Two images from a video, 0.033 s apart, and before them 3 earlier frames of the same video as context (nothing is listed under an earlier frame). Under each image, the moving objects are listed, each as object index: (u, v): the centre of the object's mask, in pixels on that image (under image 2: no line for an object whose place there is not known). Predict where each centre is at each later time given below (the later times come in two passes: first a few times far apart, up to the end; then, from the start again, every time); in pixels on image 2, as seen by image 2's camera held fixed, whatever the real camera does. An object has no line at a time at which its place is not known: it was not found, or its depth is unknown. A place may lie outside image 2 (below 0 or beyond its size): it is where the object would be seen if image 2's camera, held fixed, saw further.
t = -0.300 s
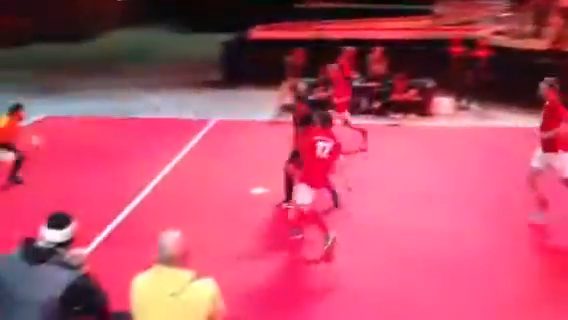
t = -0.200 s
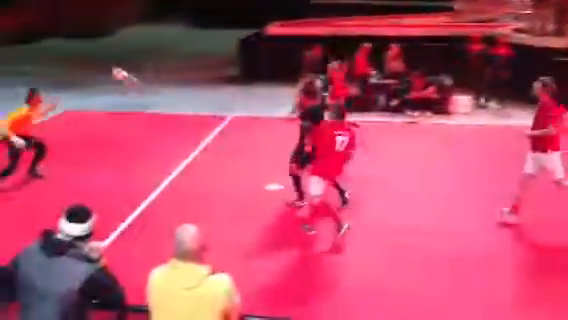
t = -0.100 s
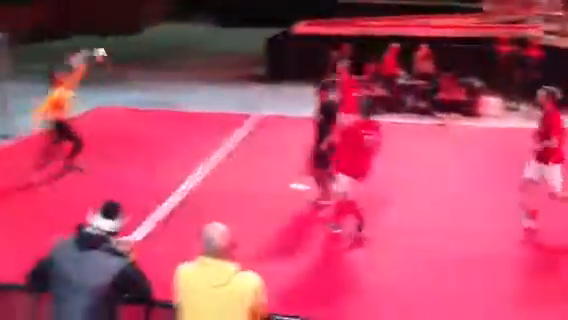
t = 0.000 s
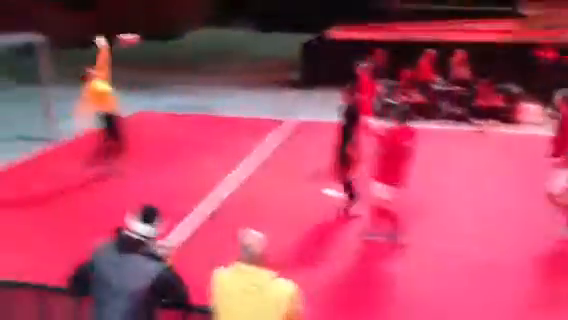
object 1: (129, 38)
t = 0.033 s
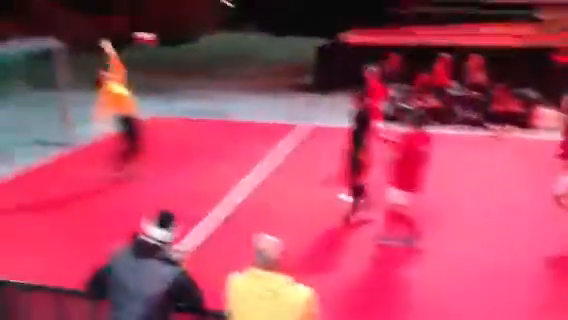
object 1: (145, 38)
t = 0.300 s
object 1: (167, 16)
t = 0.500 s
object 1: (178, 26)
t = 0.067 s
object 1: (147, 33)
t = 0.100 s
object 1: (152, 29)
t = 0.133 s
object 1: (156, 23)
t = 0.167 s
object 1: (158, 20)
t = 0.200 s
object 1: (160, 21)
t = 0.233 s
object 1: (162, 18)
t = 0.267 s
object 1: (165, 16)
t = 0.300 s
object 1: (167, 16)
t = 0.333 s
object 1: (168, 16)
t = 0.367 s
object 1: (170, 17)
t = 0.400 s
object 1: (171, 18)
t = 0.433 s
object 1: (173, 20)
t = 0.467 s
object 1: (176, 23)
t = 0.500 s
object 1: (178, 26)
